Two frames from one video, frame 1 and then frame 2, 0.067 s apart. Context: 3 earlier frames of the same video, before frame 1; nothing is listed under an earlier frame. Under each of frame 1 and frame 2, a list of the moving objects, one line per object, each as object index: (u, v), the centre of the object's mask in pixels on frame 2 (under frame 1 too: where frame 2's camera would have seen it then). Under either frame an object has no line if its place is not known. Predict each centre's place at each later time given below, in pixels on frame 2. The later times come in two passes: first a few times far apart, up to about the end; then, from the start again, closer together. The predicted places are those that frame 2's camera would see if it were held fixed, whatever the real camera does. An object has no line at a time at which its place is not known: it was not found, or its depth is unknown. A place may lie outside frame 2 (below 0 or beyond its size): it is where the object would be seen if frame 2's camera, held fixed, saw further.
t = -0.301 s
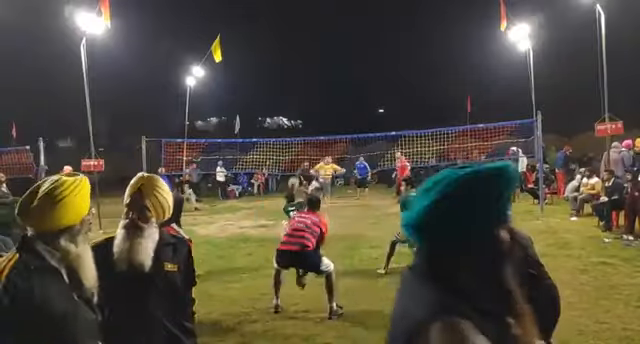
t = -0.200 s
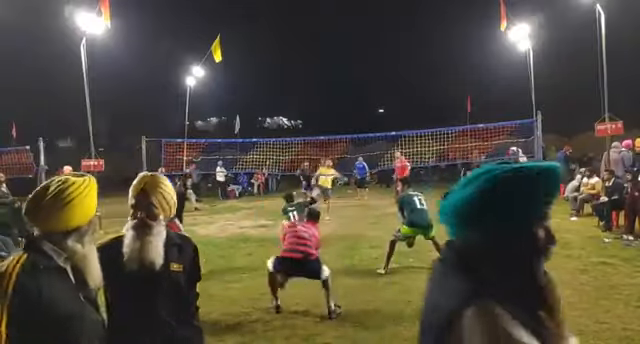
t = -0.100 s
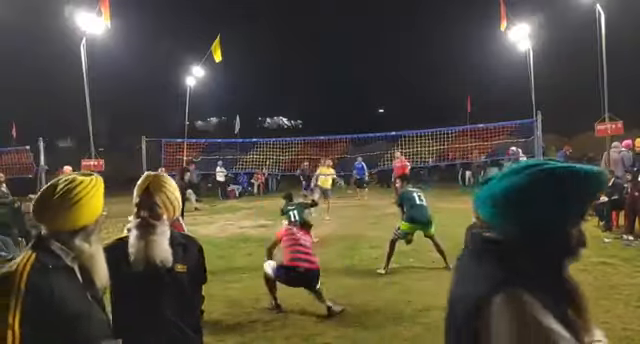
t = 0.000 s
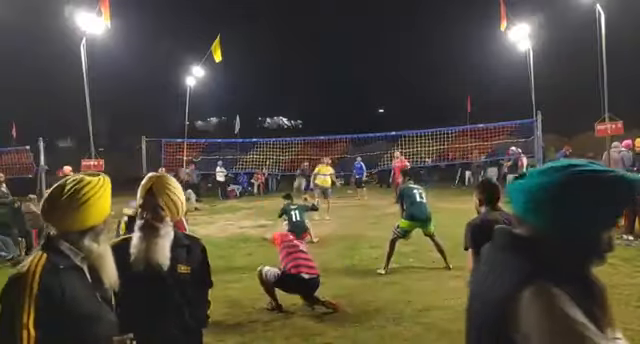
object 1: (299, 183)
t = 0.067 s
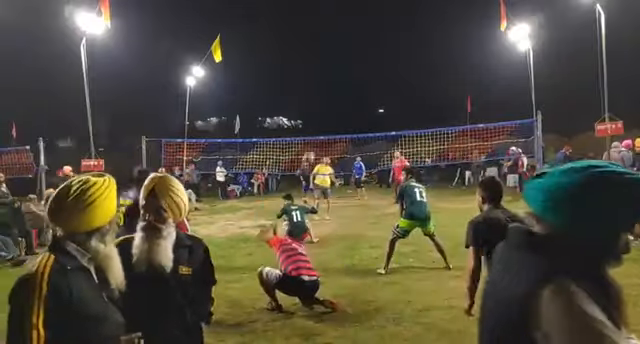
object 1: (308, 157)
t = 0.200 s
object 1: (323, 120)
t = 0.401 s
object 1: (342, 91)
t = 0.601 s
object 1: (359, 86)
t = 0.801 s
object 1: (373, 99)
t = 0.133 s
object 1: (316, 136)
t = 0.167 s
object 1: (319, 127)
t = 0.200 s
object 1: (323, 120)
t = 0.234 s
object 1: (326, 113)
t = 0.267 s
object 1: (330, 107)
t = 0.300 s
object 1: (333, 102)
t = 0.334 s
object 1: (336, 97)
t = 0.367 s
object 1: (339, 93)
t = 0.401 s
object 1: (342, 91)
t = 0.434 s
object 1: (345, 89)
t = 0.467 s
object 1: (348, 86)
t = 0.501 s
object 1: (351, 86)
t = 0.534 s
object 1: (354, 85)
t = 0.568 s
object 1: (356, 85)
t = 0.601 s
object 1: (359, 86)
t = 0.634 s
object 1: (361, 87)
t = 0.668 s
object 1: (364, 89)
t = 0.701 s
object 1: (366, 91)
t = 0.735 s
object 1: (368, 92)
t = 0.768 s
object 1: (371, 95)
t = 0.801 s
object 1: (373, 99)
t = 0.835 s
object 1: (375, 102)
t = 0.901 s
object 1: (379, 109)
